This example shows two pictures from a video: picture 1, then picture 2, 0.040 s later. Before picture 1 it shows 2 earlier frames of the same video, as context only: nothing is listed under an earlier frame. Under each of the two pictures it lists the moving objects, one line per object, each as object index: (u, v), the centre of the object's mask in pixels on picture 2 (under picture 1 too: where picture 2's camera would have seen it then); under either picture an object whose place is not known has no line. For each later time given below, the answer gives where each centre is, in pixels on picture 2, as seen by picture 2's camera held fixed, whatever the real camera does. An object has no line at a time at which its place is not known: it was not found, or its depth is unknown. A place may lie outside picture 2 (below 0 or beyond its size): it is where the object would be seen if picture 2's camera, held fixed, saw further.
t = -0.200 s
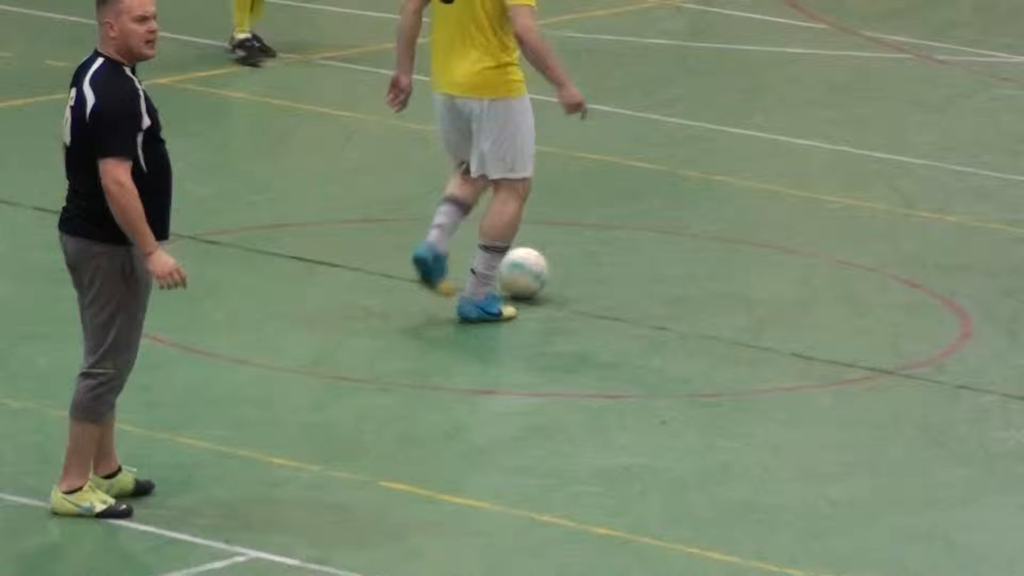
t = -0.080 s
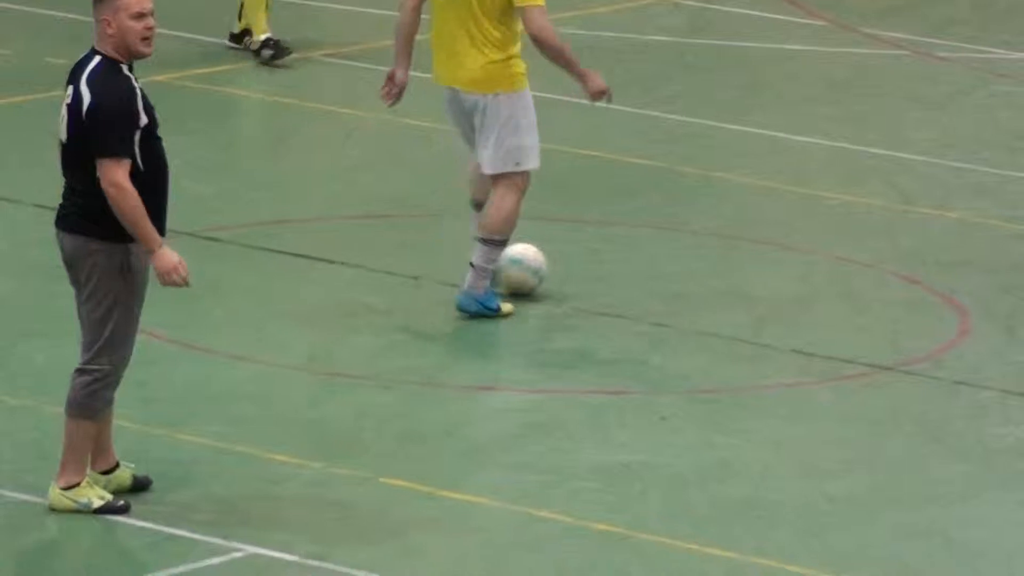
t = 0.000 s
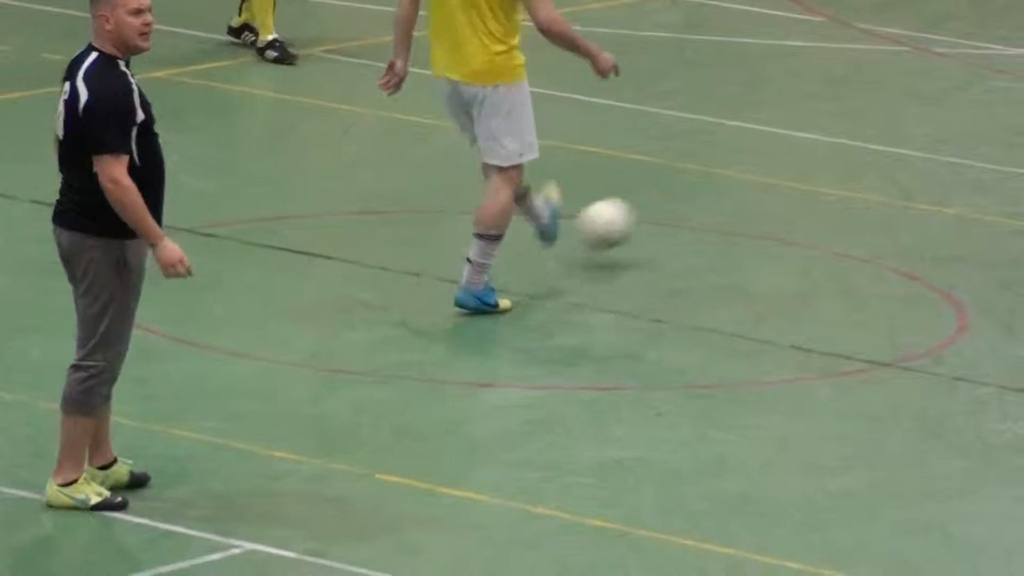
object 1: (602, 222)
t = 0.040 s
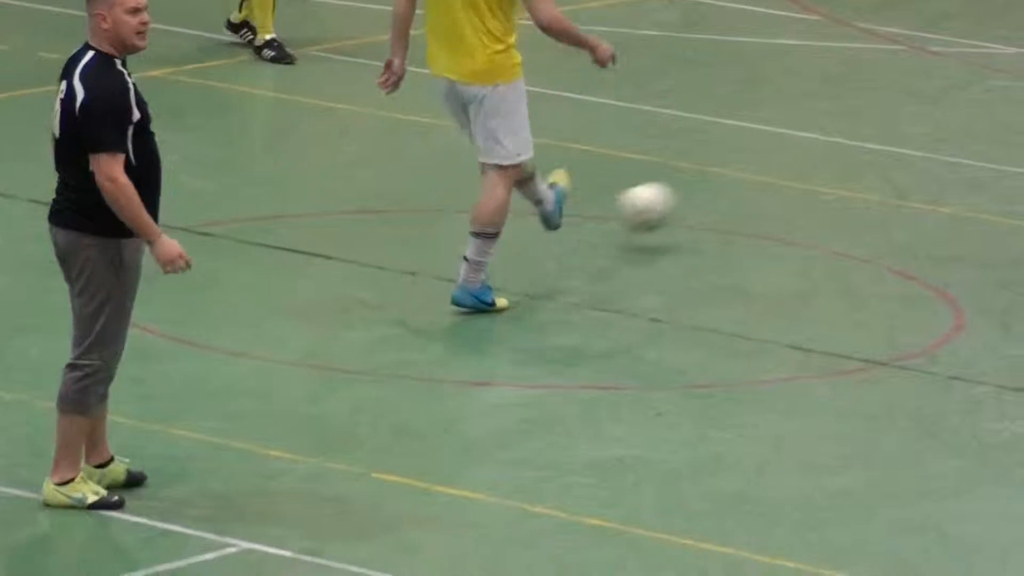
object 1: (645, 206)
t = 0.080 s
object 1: (689, 194)
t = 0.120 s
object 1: (728, 187)
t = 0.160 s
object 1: (770, 185)
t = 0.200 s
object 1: (803, 171)
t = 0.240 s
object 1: (839, 154)
